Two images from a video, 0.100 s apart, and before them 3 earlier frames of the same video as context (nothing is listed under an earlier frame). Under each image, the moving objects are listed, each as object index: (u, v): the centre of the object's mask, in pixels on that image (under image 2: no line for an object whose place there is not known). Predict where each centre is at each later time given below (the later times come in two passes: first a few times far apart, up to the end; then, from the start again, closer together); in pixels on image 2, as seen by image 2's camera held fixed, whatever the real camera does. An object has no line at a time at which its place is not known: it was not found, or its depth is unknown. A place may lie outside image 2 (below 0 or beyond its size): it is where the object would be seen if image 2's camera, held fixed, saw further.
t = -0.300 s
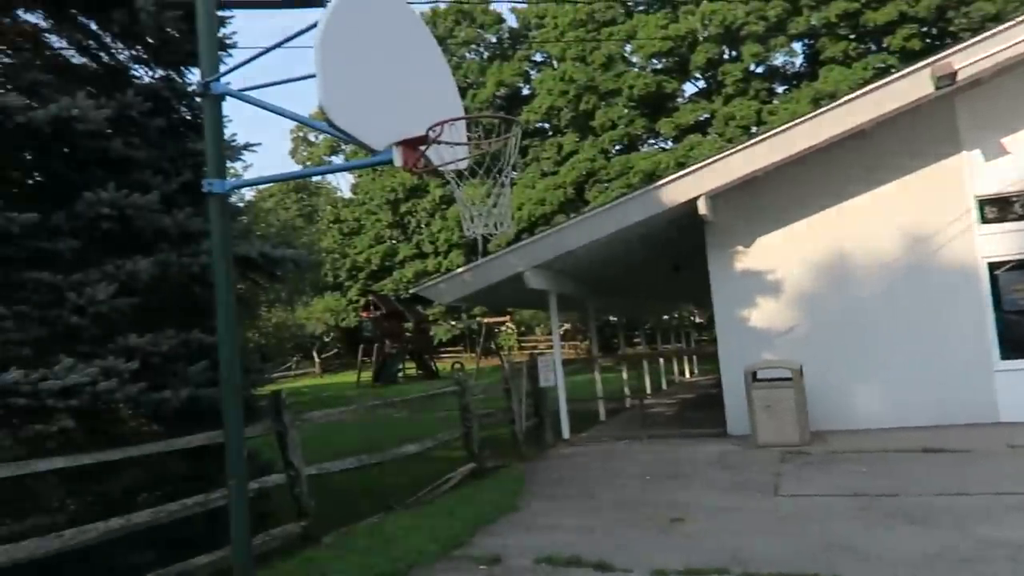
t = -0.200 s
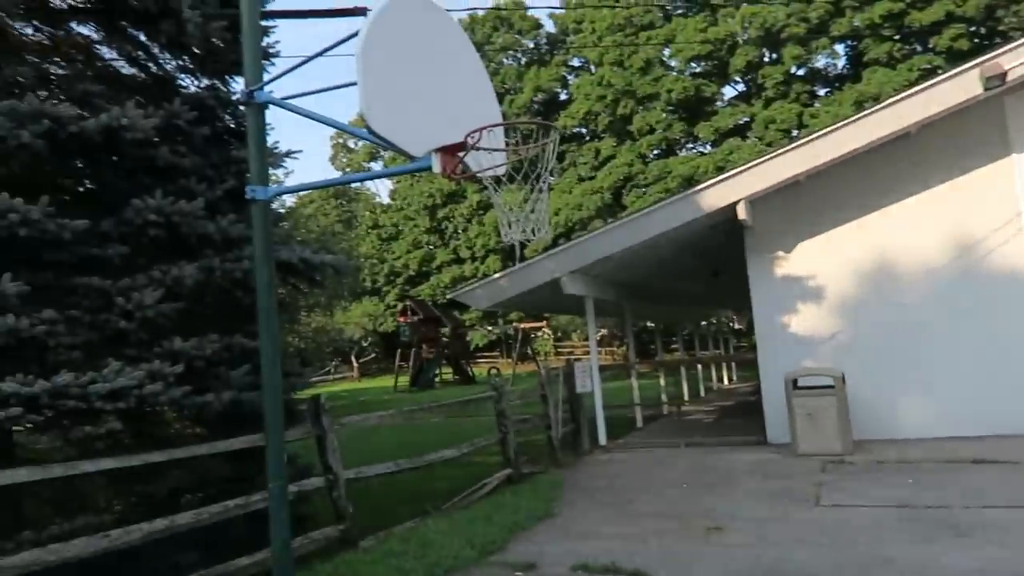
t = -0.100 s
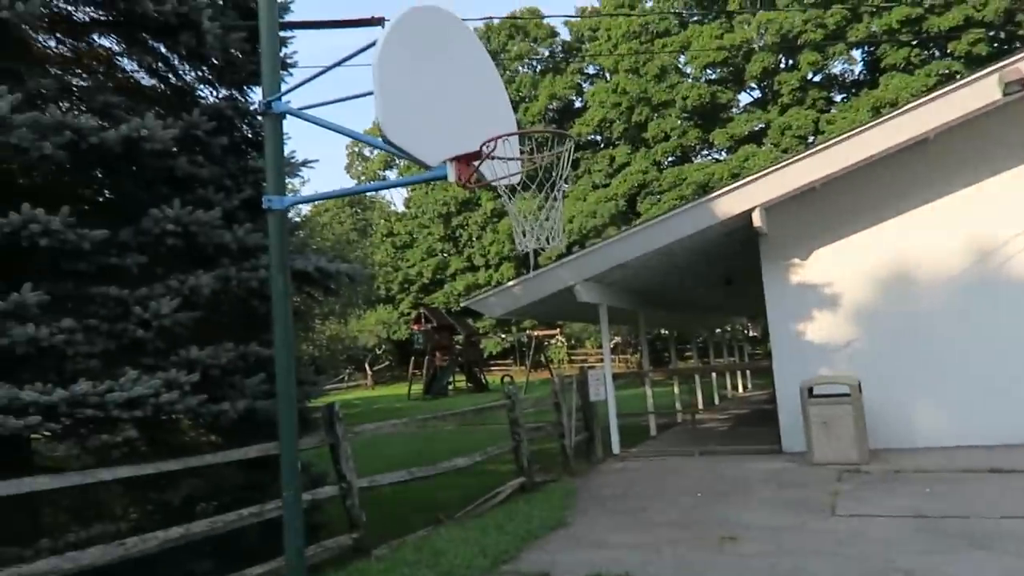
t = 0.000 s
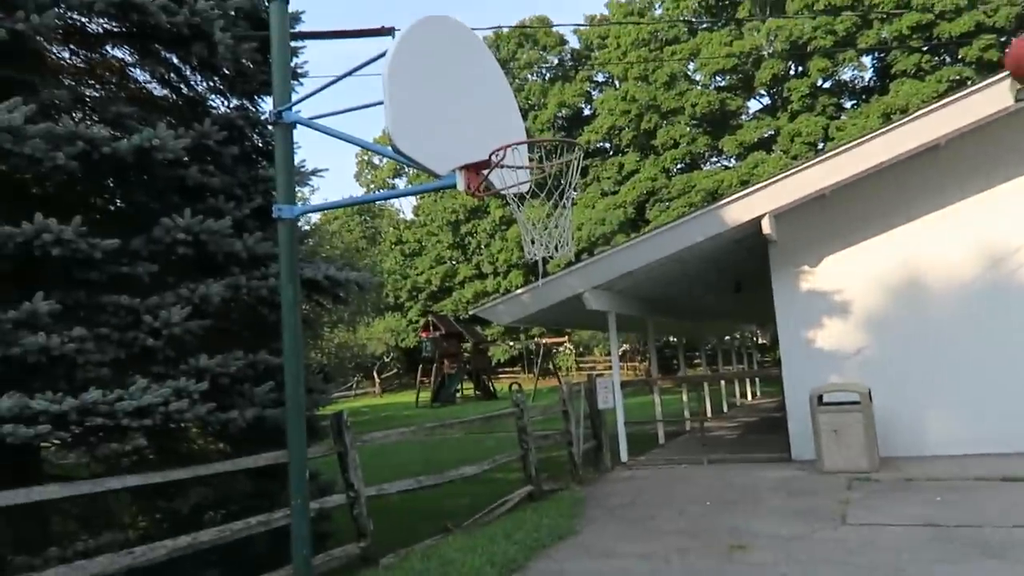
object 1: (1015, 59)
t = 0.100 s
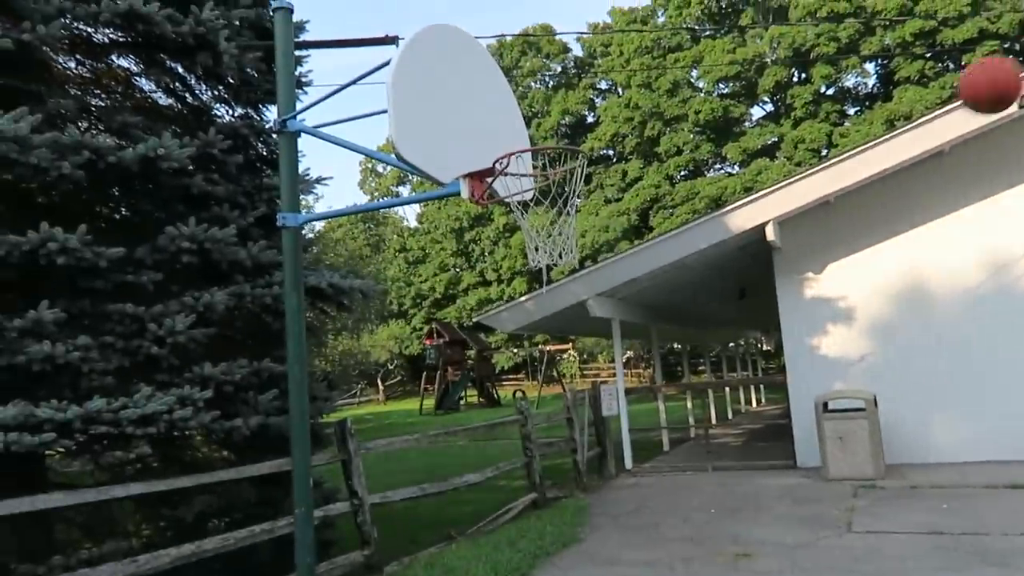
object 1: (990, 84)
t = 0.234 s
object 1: (926, 147)
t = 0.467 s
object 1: (832, 348)
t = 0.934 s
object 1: (690, 437)
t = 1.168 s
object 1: (637, 303)
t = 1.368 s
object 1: (603, 279)
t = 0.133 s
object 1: (973, 96)
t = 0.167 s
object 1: (957, 110)
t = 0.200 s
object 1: (942, 127)
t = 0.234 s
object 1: (926, 147)
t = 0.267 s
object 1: (911, 169)
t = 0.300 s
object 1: (897, 191)
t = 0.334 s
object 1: (884, 215)
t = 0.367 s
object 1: (870, 244)
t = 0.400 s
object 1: (857, 277)
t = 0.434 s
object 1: (844, 311)
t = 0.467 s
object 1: (832, 348)
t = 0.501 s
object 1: (822, 386)
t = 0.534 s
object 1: (809, 429)
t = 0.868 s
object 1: (709, 503)
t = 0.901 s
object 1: (699, 468)
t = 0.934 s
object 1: (690, 437)
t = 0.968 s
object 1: (682, 410)
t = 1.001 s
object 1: (673, 385)
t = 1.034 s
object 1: (666, 364)
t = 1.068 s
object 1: (659, 345)
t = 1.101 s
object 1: (651, 330)
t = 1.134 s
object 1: (643, 315)
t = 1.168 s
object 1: (637, 303)
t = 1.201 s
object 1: (631, 294)
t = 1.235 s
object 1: (623, 287)
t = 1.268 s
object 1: (619, 283)
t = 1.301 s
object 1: (612, 279)
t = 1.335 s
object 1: (607, 278)
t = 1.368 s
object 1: (603, 279)
